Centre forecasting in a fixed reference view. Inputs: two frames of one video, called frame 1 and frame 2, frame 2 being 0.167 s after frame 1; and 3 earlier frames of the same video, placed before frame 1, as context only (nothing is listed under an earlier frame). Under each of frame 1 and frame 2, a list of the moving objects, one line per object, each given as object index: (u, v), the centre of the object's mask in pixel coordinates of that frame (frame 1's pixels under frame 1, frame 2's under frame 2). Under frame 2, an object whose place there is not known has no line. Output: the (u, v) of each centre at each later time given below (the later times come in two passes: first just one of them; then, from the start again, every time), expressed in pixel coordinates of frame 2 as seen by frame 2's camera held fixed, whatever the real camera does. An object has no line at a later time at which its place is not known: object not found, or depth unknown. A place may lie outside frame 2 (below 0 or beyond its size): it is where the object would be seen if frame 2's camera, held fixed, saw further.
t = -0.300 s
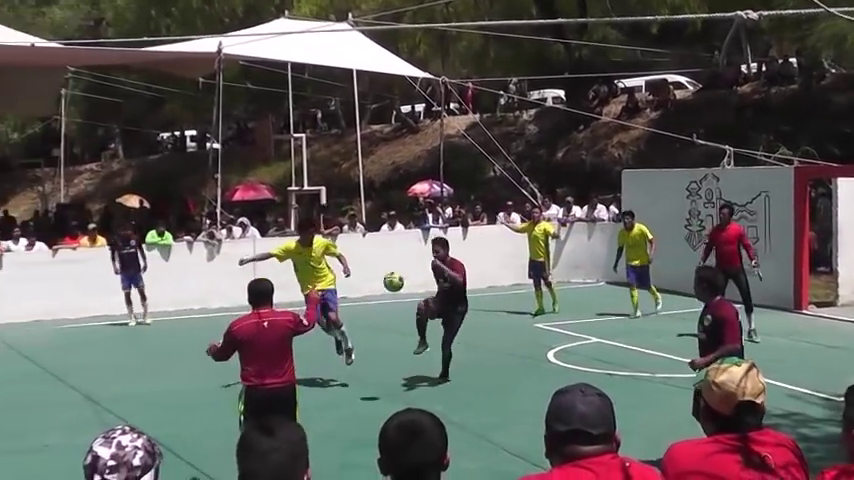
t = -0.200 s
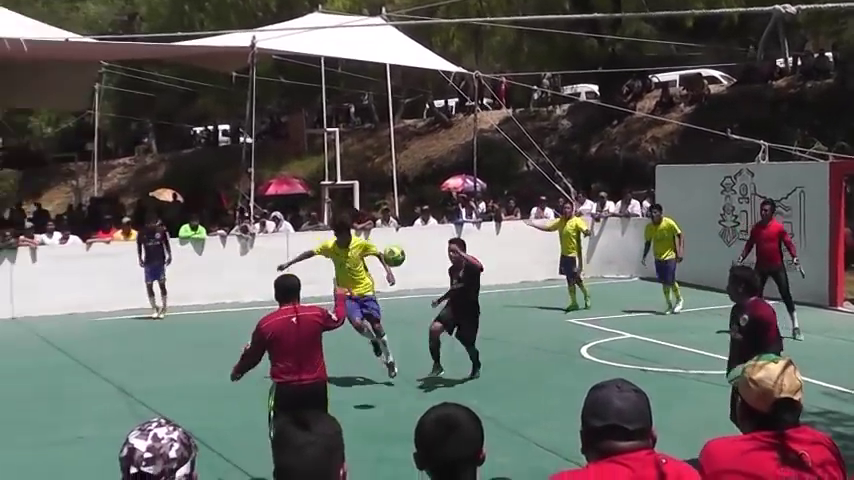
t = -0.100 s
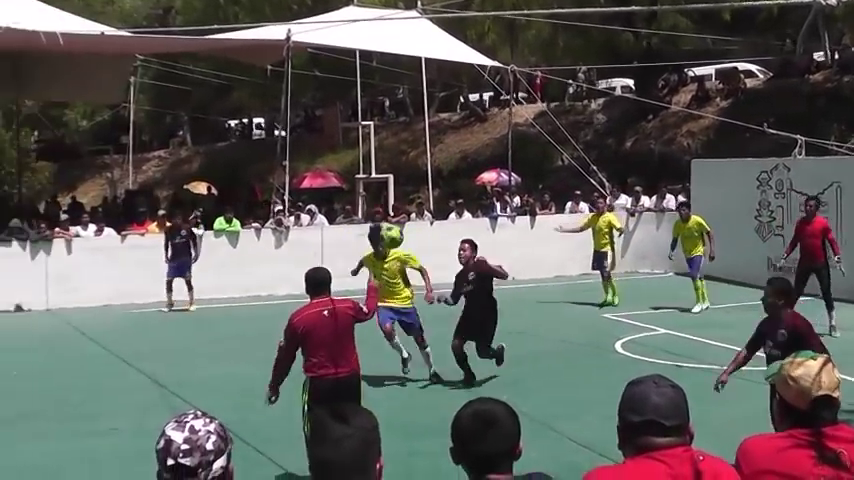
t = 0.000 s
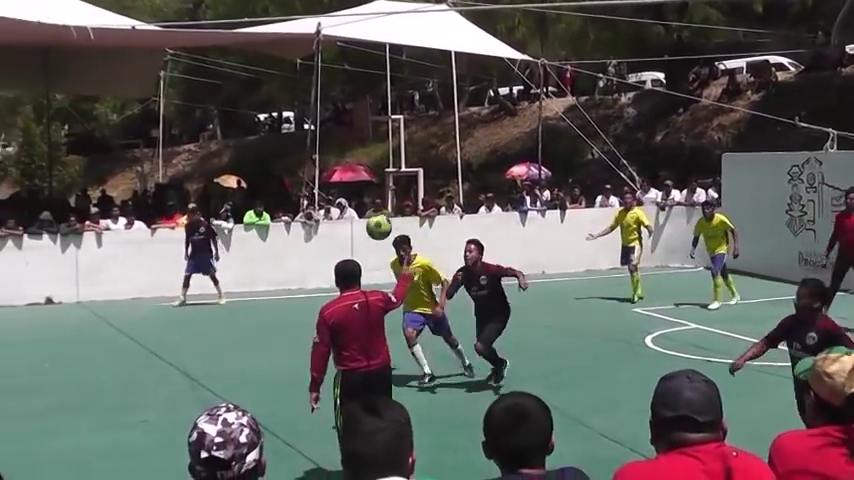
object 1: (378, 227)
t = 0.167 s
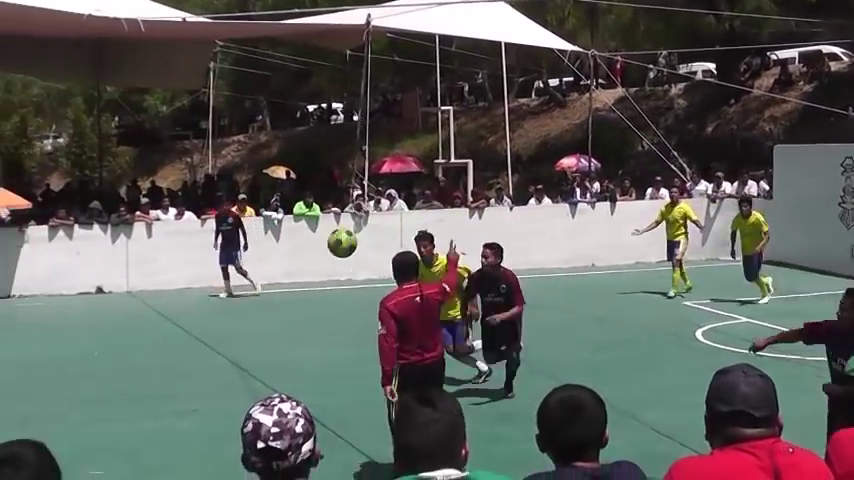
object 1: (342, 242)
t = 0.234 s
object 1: (302, 266)
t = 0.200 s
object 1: (322, 254)
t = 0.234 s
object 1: (302, 266)
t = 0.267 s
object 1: (279, 282)
